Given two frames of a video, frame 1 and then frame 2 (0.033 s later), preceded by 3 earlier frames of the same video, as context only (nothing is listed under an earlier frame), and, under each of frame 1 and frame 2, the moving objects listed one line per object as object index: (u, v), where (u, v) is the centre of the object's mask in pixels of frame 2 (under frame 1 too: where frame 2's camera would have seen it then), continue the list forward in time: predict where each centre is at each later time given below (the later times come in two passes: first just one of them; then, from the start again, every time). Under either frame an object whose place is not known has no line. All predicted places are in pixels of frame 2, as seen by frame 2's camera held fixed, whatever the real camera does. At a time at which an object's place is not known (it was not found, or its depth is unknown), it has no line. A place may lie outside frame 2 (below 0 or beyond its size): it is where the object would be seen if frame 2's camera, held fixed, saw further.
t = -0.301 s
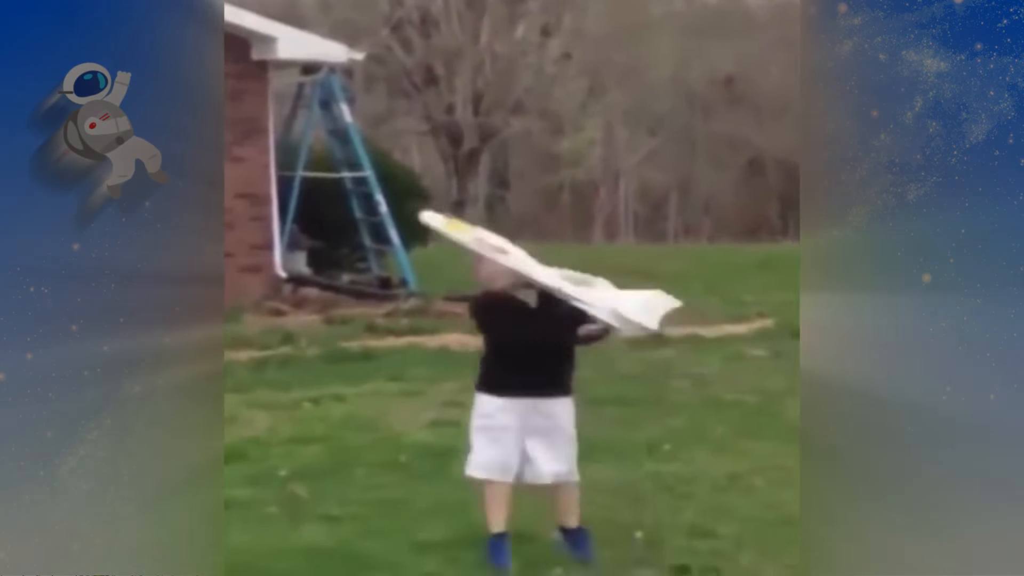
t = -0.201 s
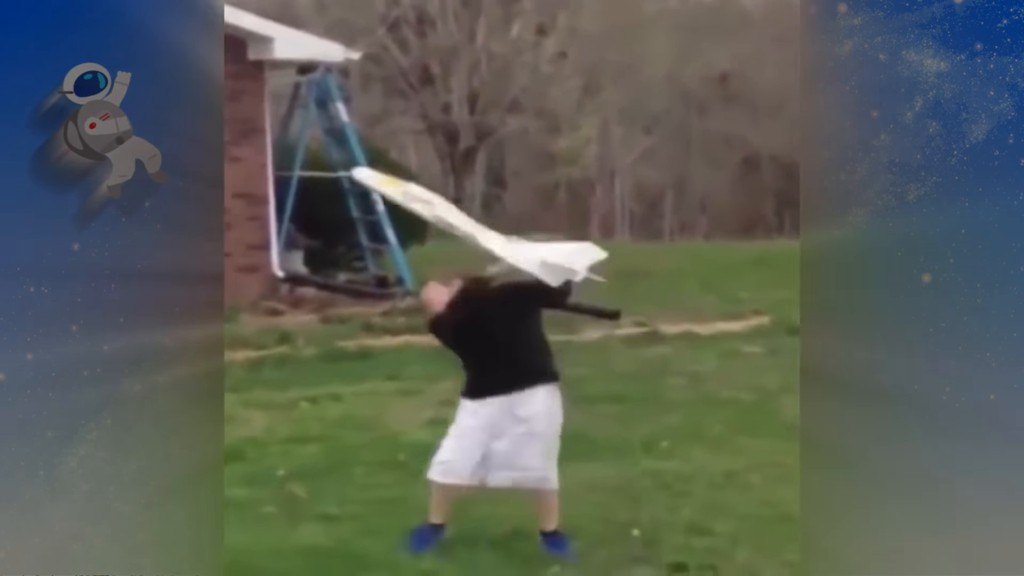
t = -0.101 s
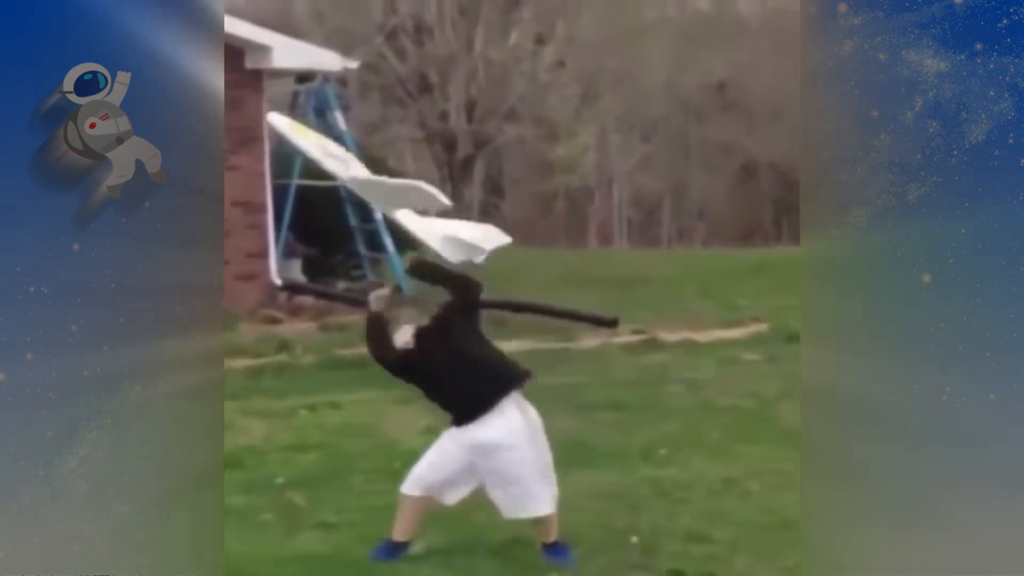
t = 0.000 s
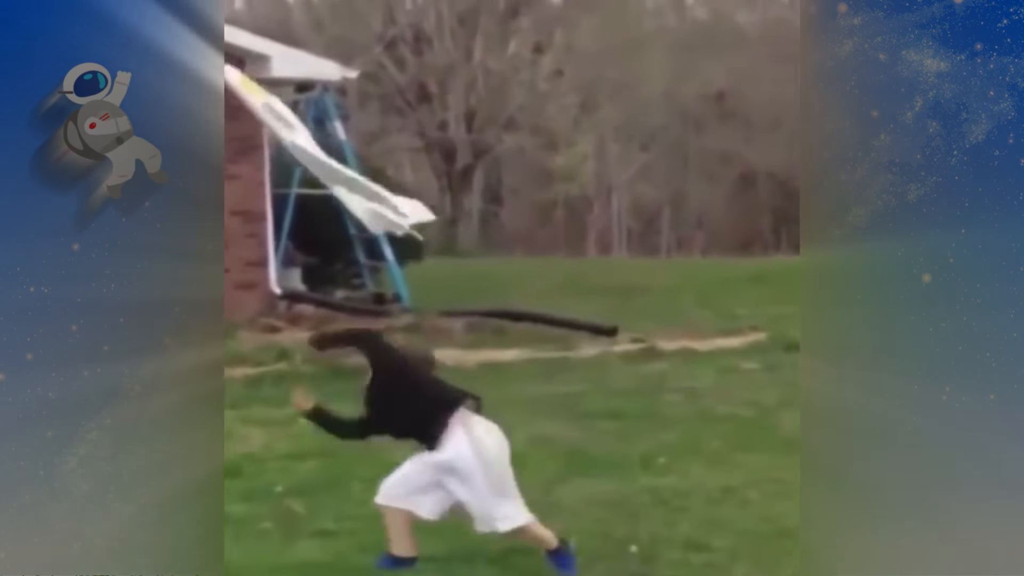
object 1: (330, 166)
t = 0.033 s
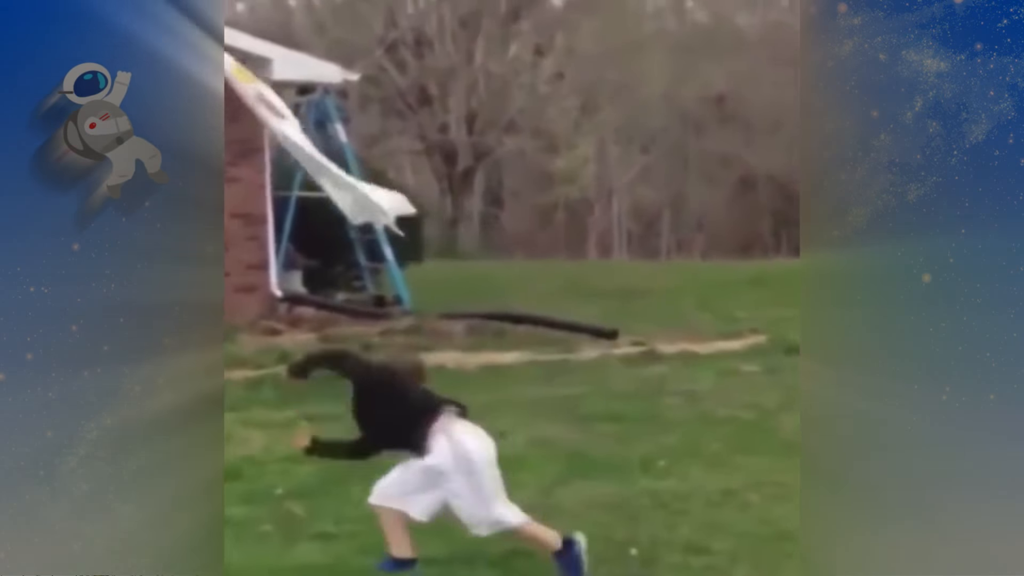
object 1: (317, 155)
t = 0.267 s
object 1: (285, 126)
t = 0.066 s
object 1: (307, 148)
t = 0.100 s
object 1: (301, 144)
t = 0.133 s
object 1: (292, 135)
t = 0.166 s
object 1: (284, 127)
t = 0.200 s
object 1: (281, 123)
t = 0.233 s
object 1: (282, 124)
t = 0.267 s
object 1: (285, 126)
